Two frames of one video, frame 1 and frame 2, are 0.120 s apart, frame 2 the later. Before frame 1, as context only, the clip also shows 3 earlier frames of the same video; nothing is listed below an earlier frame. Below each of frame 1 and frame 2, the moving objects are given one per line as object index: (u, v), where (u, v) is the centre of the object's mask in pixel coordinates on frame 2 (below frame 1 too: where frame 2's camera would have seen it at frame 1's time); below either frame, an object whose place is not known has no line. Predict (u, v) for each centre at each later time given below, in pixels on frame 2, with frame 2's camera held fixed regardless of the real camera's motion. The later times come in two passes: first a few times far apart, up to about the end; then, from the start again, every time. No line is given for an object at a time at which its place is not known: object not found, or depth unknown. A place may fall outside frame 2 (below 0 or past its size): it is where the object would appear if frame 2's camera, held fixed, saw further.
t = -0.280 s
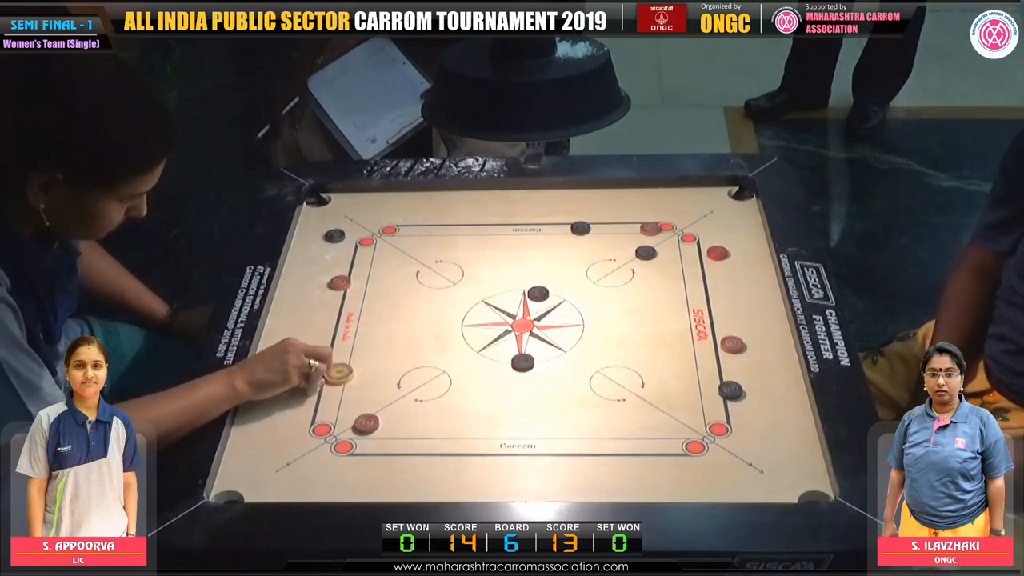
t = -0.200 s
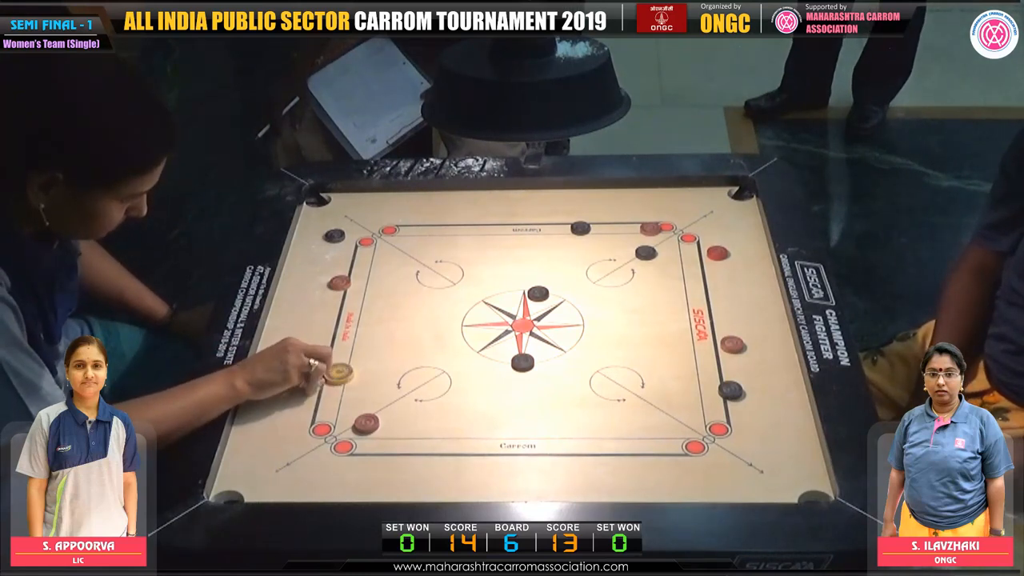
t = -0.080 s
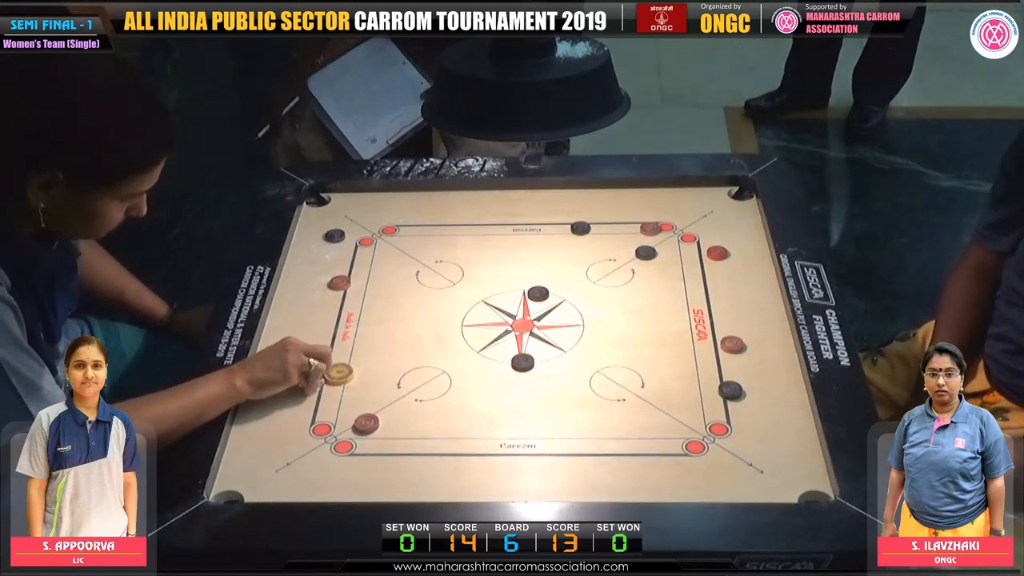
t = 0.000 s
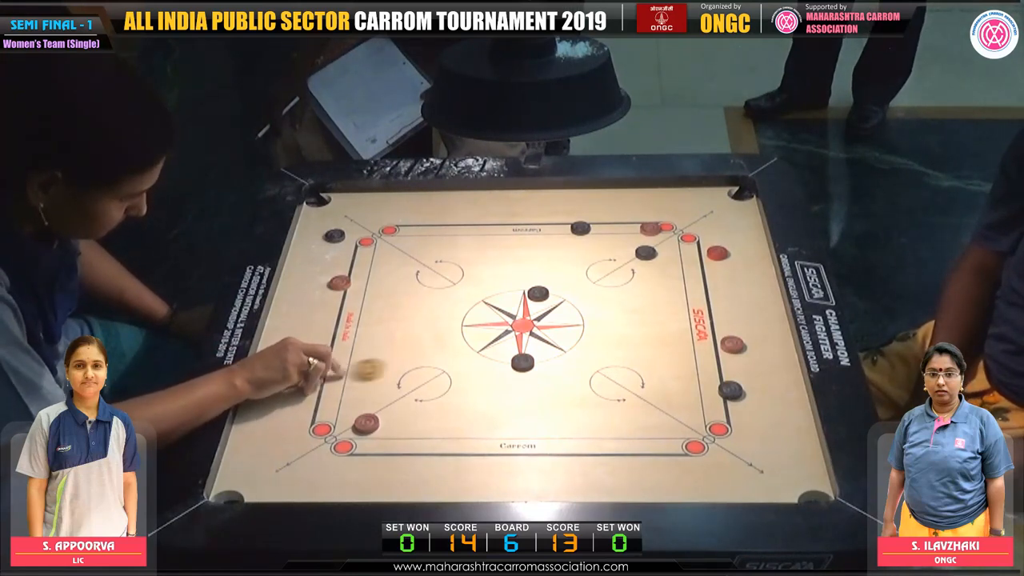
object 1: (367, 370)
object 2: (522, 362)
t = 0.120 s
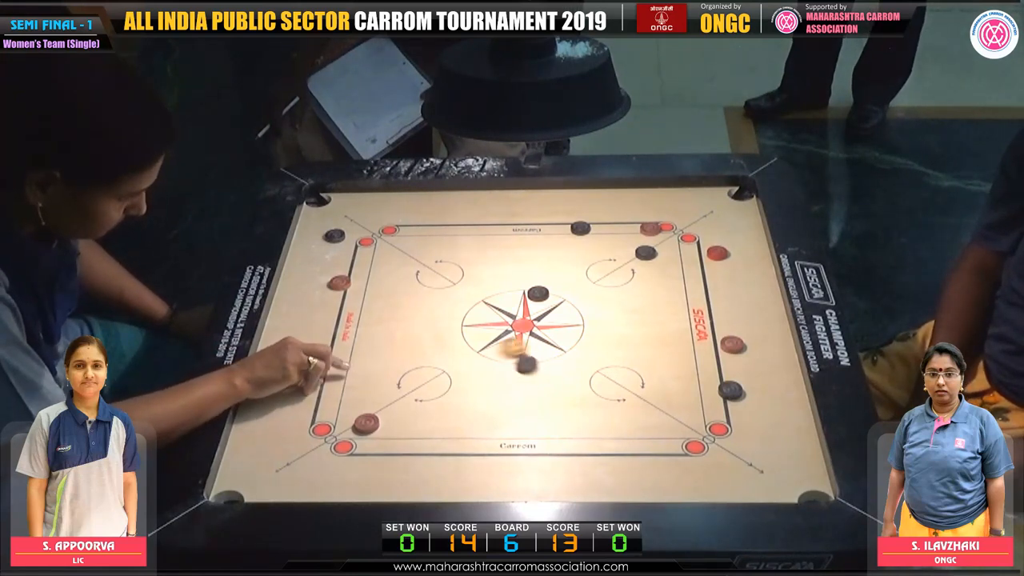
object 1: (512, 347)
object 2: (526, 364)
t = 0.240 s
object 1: (623, 316)
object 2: (587, 399)
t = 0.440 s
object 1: (759, 272)
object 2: (660, 439)
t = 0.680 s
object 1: (646, 266)
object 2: (688, 452)
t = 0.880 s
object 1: (598, 272)
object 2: (688, 451)
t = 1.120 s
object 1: (566, 277)
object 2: (688, 451)
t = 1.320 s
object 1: (560, 277)
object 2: (688, 451)
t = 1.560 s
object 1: (560, 277)
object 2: (688, 451)
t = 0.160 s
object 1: (552, 337)
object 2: (547, 377)
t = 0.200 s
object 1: (588, 326)
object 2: (568, 389)
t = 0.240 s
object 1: (623, 316)
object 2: (587, 399)
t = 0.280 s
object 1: (655, 306)
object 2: (605, 409)
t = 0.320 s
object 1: (685, 297)
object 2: (622, 418)
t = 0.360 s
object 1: (714, 288)
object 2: (636, 426)
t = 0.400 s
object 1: (741, 279)
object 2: (649, 433)
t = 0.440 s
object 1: (759, 272)
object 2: (660, 439)
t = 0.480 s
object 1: (735, 268)
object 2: (670, 444)
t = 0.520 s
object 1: (713, 266)
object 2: (677, 447)
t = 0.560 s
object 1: (694, 265)
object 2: (683, 450)
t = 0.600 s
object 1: (675, 264)
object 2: (686, 451)
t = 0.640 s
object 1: (659, 264)
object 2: (688, 452)
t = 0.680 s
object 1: (646, 266)
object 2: (688, 452)
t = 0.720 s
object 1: (635, 267)
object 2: (688, 452)
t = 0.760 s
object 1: (624, 269)
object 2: (688, 452)
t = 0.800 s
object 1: (614, 270)
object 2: (688, 451)
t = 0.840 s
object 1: (605, 271)
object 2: (688, 451)
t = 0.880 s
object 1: (598, 272)
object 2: (688, 451)
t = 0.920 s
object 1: (590, 274)
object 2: (688, 451)
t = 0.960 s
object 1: (584, 275)
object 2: (688, 451)
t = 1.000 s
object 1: (578, 275)
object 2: (688, 451)
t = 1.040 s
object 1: (573, 276)
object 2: (688, 451)
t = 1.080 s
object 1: (569, 276)
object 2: (688, 451)
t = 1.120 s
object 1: (566, 277)
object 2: (688, 451)
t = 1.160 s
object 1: (563, 277)
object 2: (688, 451)
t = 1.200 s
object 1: (561, 277)
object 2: (688, 451)
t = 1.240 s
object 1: (560, 277)
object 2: (688, 451)
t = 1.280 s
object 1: (560, 277)
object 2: (688, 451)
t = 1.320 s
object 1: (560, 277)
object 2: (688, 451)
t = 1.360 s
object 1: (560, 277)
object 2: (688, 451)
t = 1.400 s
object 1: (560, 277)
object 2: (688, 451)
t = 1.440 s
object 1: (560, 277)
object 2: (688, 451)
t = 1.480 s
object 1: (560, 277)
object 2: (688, 451)
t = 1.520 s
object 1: (560, 277)
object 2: (688, 451)
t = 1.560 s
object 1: (560, 277)
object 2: (688, 451)
